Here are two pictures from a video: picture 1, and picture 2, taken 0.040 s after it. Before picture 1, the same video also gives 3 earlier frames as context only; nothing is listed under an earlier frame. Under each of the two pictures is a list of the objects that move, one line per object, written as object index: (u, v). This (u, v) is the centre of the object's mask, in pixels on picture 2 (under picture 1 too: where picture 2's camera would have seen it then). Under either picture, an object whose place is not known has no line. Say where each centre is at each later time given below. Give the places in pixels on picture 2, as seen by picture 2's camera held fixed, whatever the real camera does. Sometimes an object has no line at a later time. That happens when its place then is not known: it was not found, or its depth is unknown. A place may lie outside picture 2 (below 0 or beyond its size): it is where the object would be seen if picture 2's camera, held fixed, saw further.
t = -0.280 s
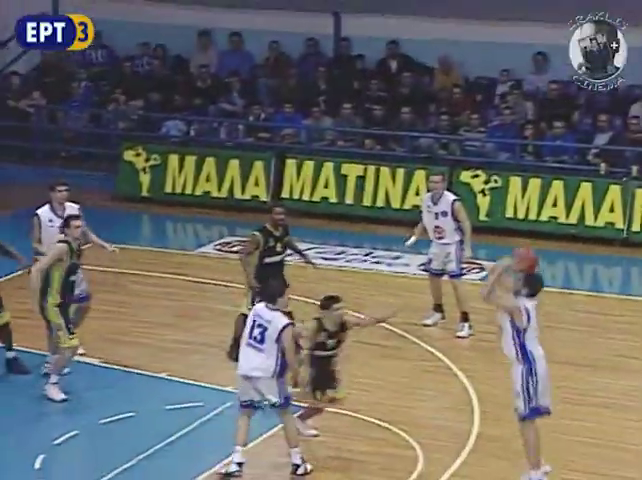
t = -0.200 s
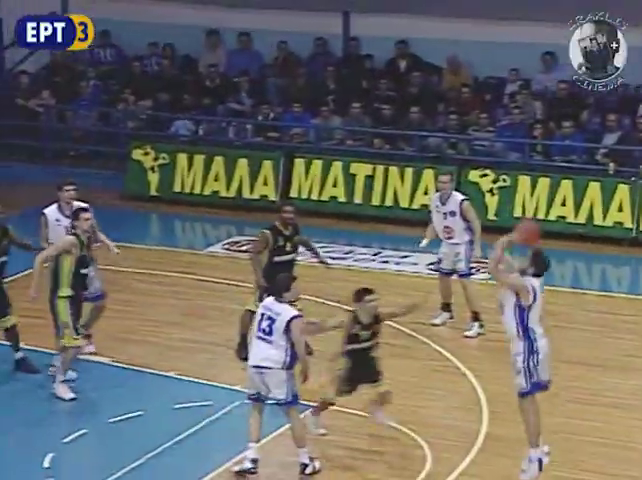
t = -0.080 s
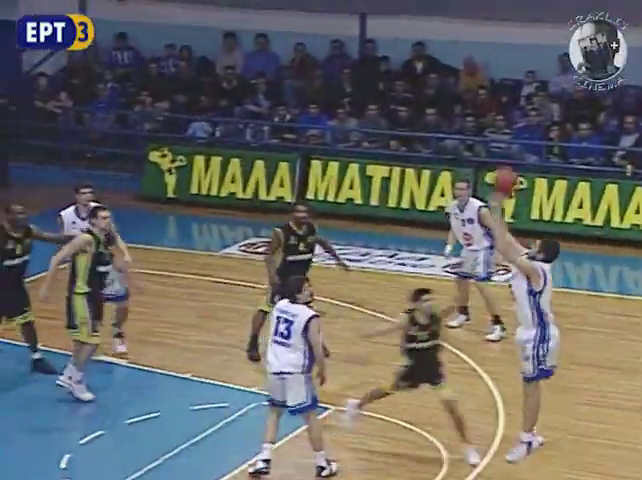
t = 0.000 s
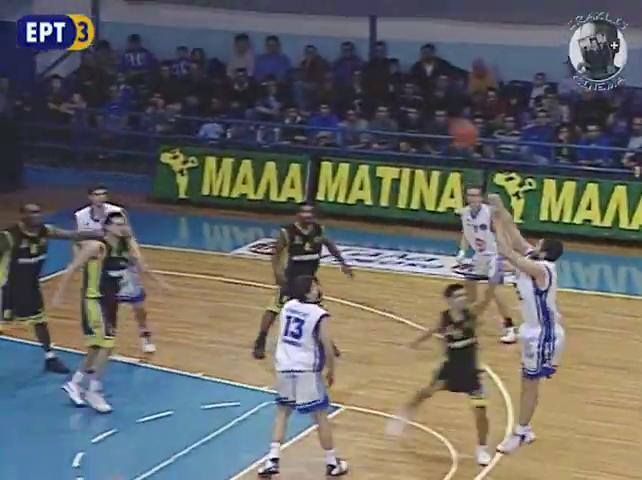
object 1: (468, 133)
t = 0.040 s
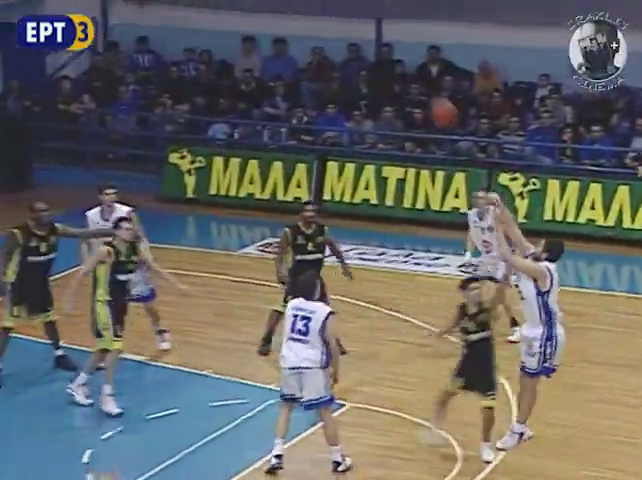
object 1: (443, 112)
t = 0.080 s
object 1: (417, 92)
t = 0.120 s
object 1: (391, 73)
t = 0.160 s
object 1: (367, 57)
